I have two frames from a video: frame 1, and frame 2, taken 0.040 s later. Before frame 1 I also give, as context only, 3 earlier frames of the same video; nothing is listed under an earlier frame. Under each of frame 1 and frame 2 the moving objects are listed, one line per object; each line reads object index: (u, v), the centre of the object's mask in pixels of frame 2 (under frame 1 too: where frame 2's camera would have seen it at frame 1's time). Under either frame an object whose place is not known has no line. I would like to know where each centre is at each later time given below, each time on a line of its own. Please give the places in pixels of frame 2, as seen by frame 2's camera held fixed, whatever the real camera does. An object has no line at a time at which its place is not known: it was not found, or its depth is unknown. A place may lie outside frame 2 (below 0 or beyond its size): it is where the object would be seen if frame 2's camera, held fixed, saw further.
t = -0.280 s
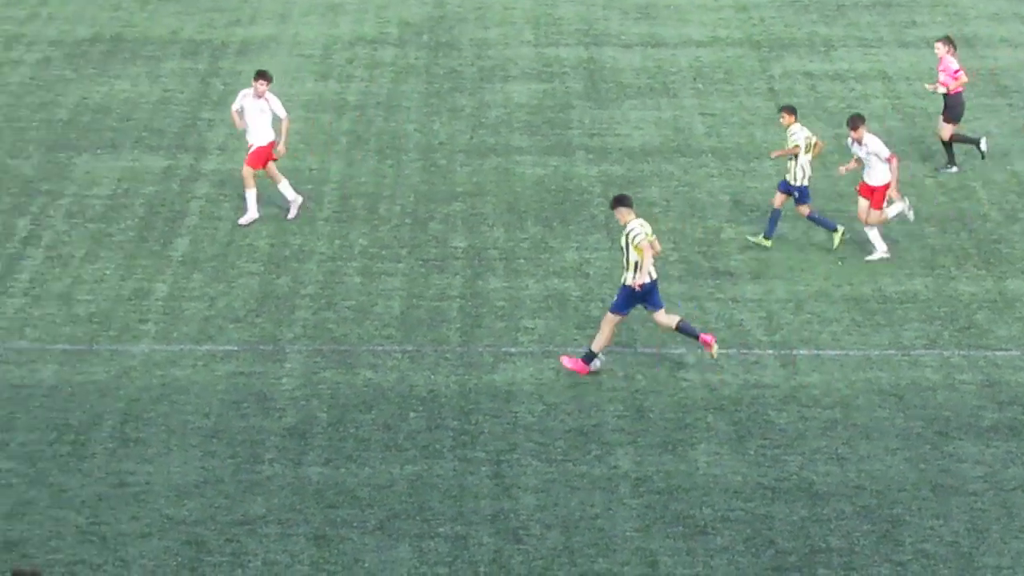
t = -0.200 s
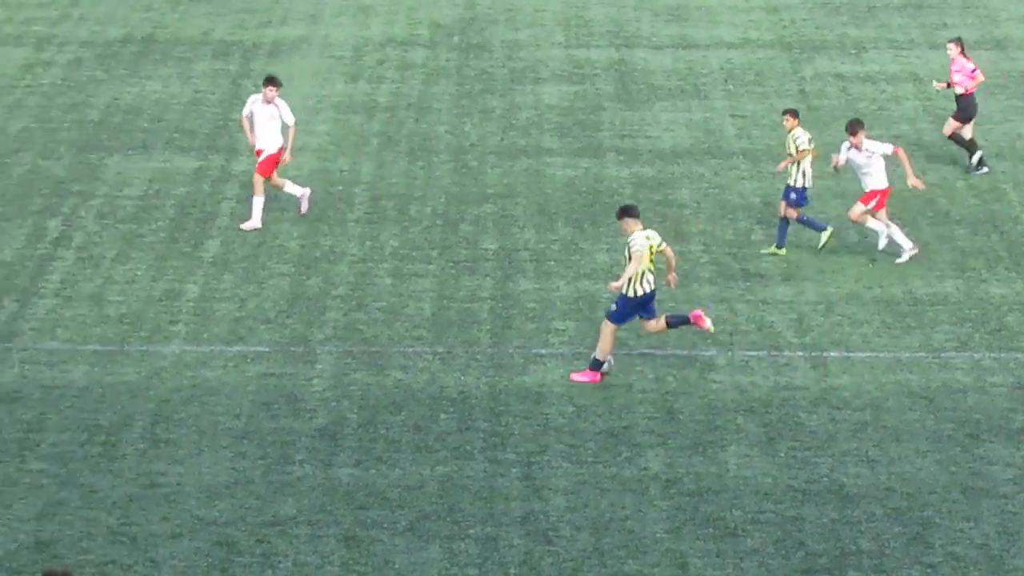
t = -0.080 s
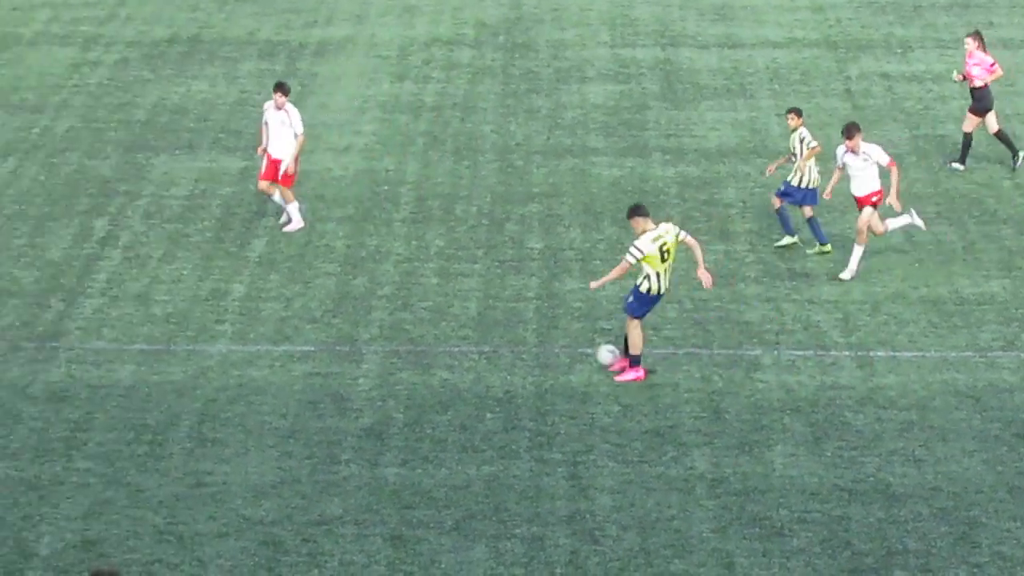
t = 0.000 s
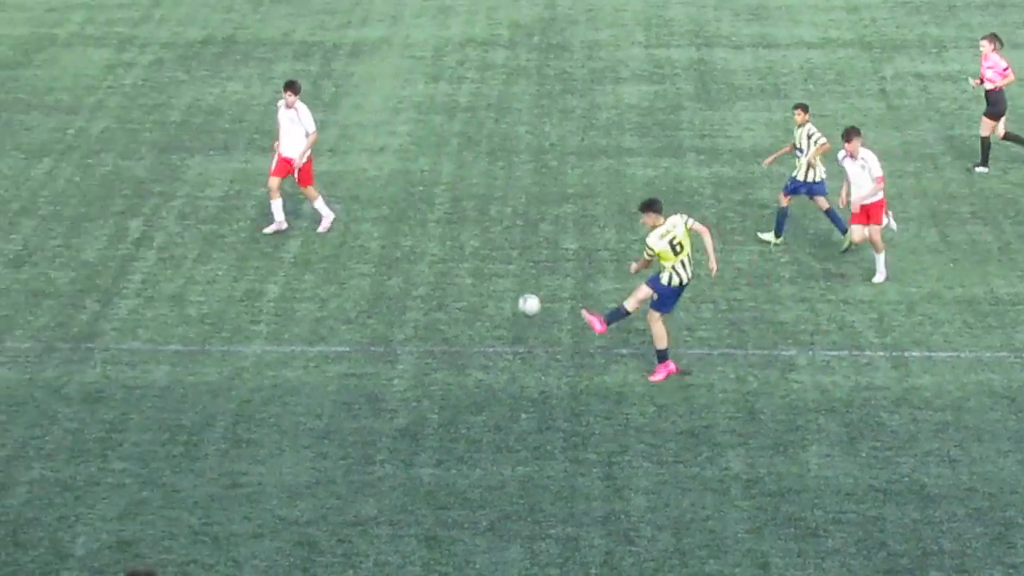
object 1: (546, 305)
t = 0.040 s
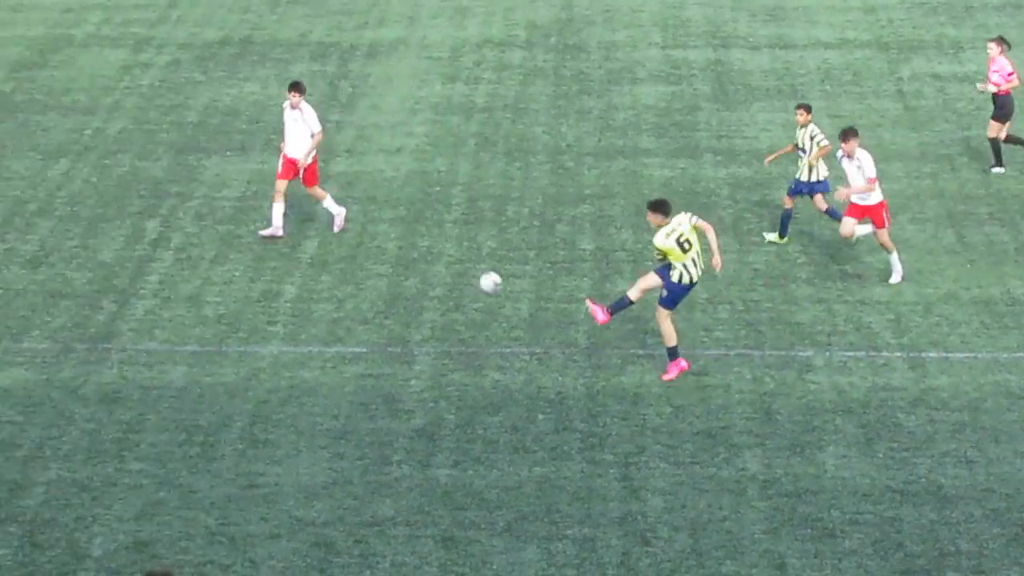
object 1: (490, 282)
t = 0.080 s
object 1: (436, 260)
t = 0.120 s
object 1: (382, 241)
